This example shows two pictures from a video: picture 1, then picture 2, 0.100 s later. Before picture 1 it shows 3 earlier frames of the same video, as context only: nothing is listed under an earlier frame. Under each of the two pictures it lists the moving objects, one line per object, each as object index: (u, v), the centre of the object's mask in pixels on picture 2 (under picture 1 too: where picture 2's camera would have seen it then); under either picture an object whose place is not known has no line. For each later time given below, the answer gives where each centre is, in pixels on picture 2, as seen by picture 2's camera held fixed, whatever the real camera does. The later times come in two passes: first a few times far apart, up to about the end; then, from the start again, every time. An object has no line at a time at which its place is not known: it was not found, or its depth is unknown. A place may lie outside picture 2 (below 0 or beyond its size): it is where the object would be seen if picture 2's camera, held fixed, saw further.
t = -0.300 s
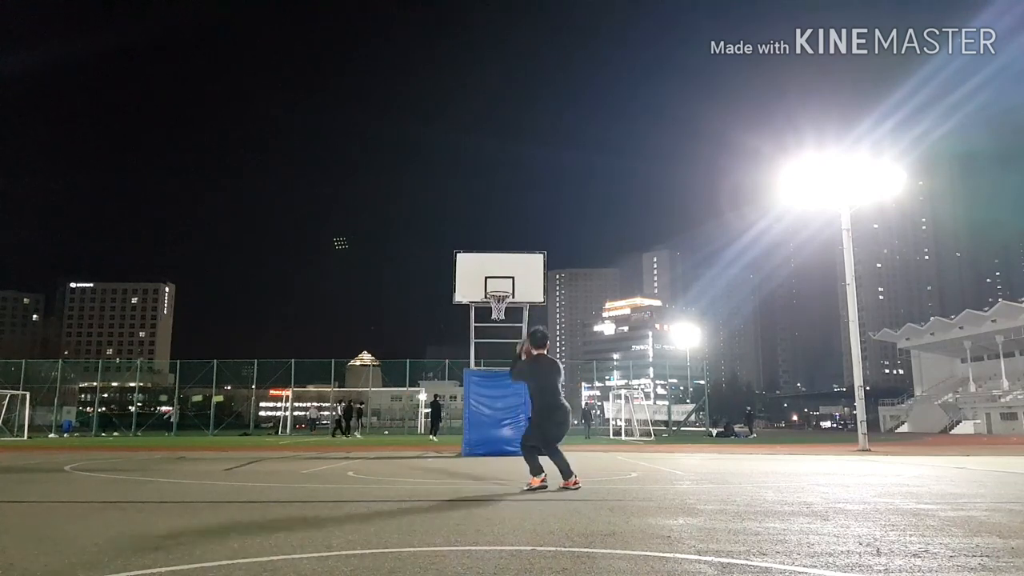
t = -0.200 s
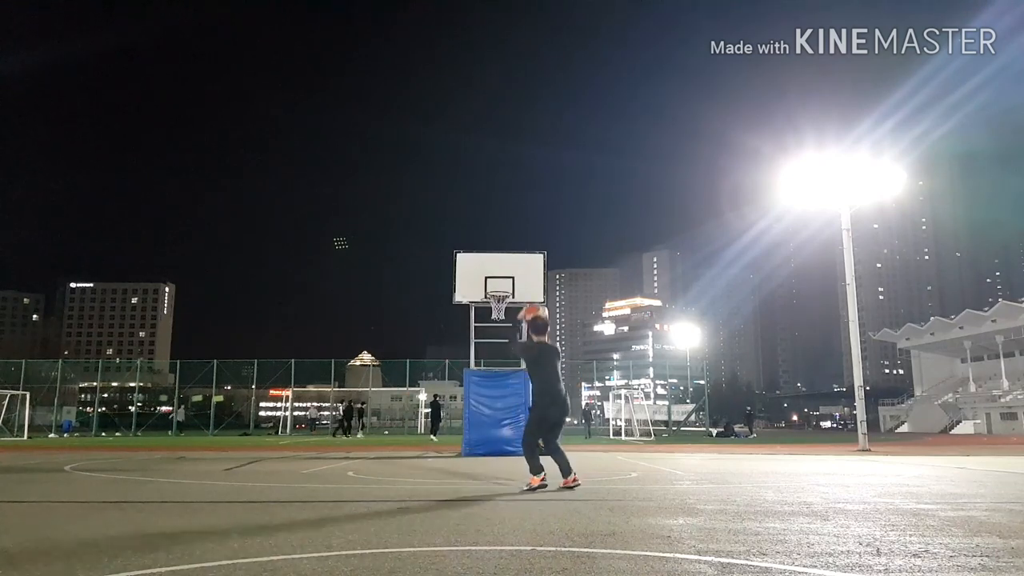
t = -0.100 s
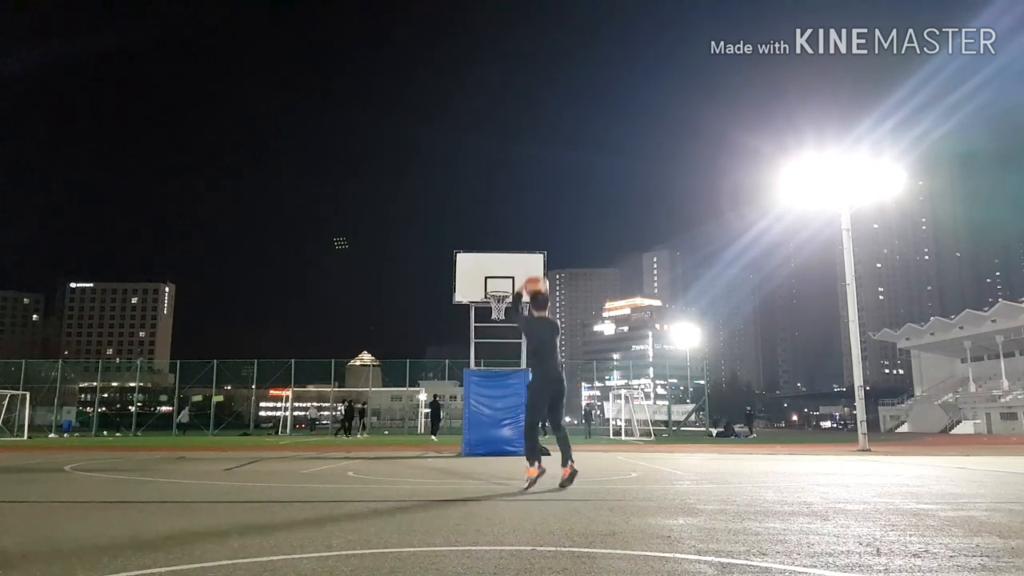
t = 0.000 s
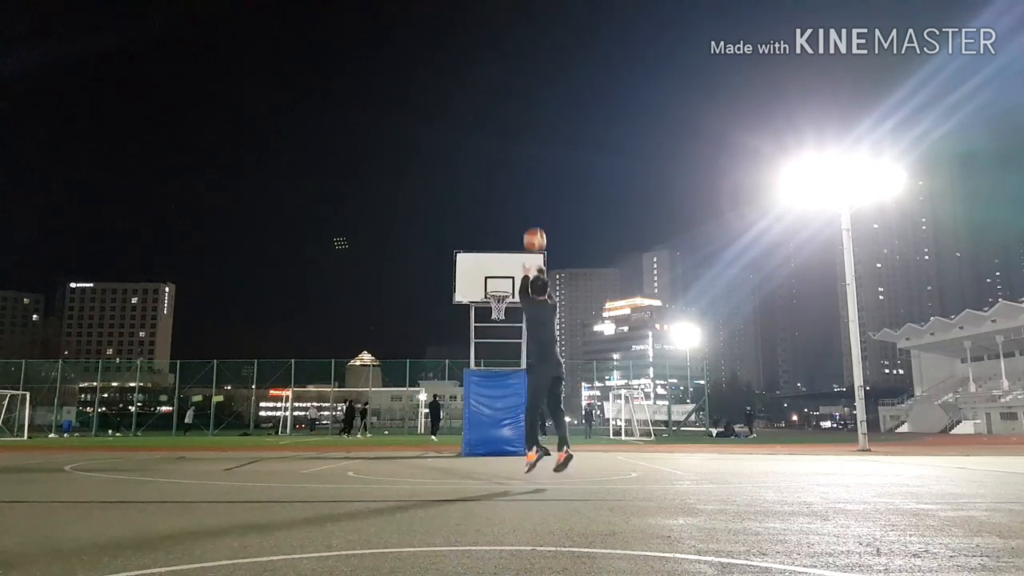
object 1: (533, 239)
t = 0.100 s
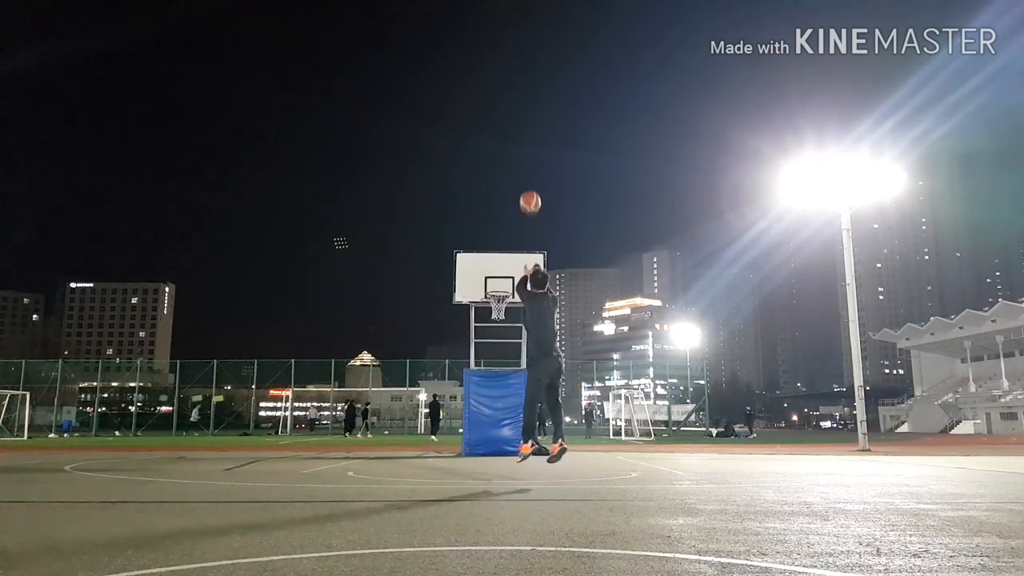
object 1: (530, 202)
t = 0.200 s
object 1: (525, 177)
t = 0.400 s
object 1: (517, 157)
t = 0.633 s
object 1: (509, 169)
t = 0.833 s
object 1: (503, 201)
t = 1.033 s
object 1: (497, 248)
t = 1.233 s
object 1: (498, 298)
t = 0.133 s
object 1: (527, 192)
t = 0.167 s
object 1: (526, 184)
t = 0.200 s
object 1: (525, 177)
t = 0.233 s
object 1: (523, 171)
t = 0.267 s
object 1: (522, 167)
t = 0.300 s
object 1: (521, 163)
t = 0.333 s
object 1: (520, 160)
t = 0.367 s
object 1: (518, 158)
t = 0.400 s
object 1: (517, 157)
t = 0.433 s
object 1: (516, 157)
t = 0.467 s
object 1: (515, 157)
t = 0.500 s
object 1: (514, 158)
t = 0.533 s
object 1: (513, 160)
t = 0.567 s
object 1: (511, 162)
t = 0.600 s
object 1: (510, 165)
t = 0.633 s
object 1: (509, 169)
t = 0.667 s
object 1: (508, 173)
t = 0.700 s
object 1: (507, 178)
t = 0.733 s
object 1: (506, 183)
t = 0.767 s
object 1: (505, 189)
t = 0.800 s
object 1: (503, 195)
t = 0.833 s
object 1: (503, 201)
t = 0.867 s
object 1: (502, 208)
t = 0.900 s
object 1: (501, 216)
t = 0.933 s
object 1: (500, 223)
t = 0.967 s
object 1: (498, 232)
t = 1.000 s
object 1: (498, 240)
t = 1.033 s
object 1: (497, 248)
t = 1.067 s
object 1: (495, 258)
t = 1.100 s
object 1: (494, 268)
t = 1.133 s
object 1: (493, 278)
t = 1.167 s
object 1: (492, 287)
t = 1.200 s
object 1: (496, 294)
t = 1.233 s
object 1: (498, 298)
